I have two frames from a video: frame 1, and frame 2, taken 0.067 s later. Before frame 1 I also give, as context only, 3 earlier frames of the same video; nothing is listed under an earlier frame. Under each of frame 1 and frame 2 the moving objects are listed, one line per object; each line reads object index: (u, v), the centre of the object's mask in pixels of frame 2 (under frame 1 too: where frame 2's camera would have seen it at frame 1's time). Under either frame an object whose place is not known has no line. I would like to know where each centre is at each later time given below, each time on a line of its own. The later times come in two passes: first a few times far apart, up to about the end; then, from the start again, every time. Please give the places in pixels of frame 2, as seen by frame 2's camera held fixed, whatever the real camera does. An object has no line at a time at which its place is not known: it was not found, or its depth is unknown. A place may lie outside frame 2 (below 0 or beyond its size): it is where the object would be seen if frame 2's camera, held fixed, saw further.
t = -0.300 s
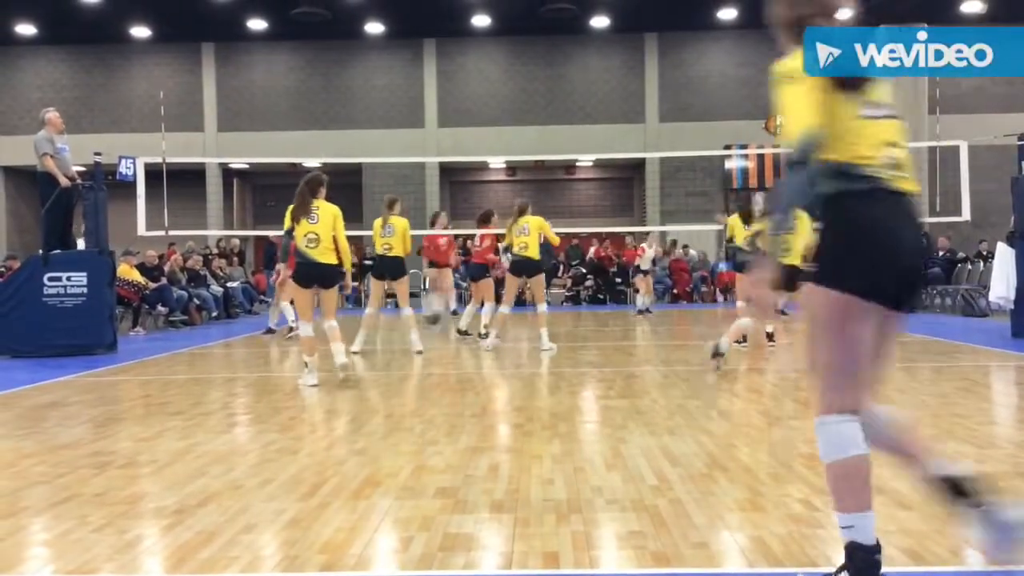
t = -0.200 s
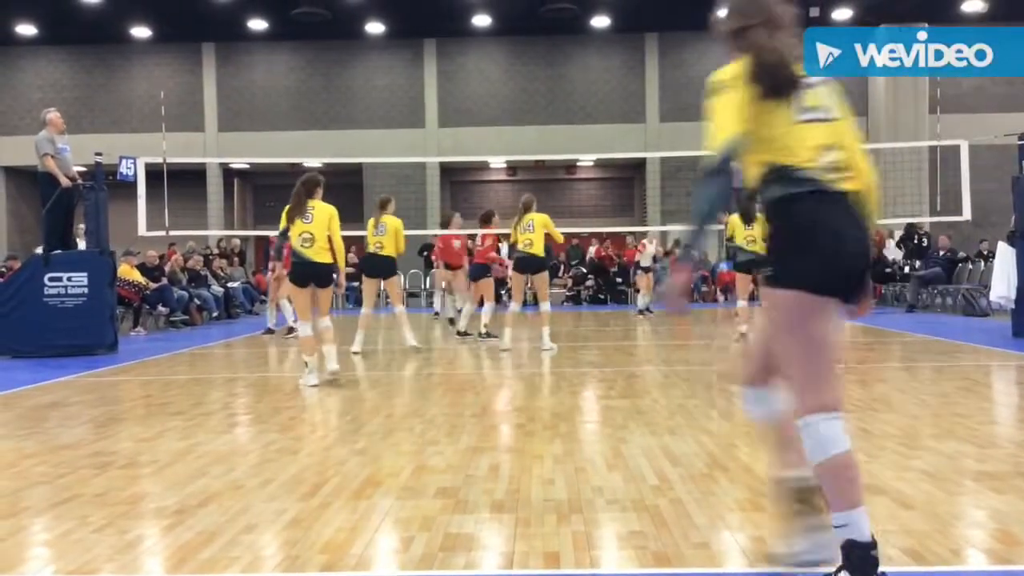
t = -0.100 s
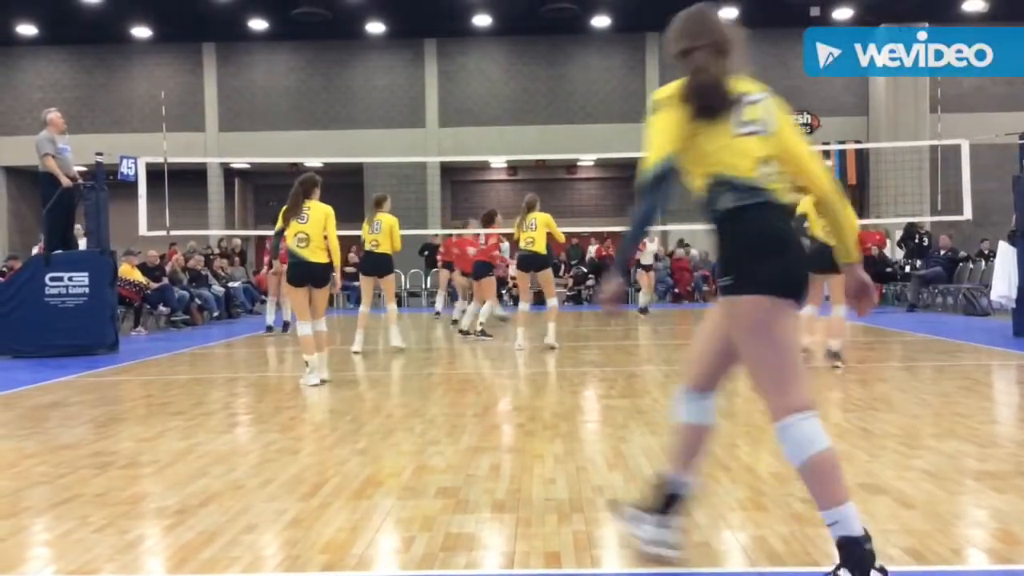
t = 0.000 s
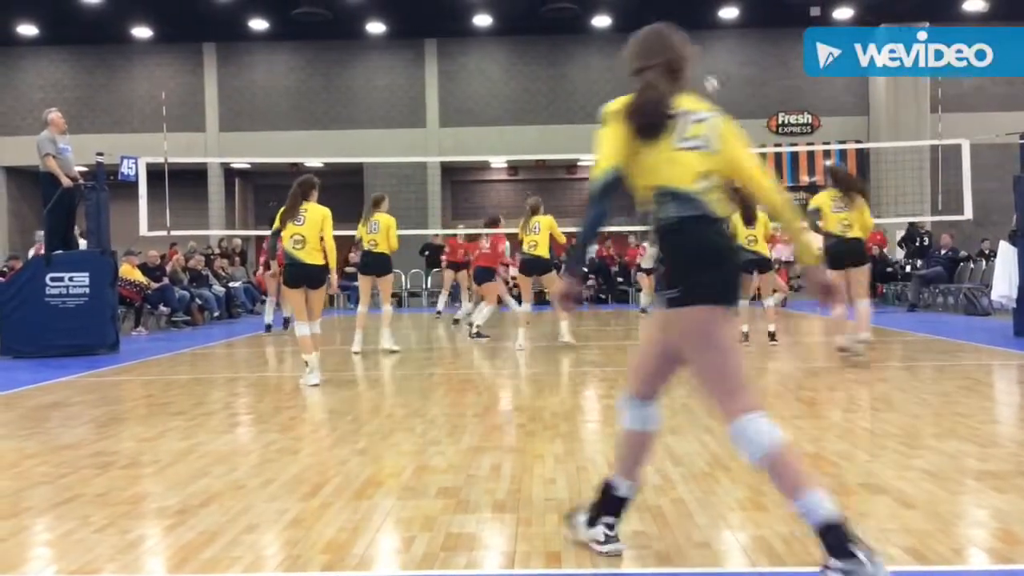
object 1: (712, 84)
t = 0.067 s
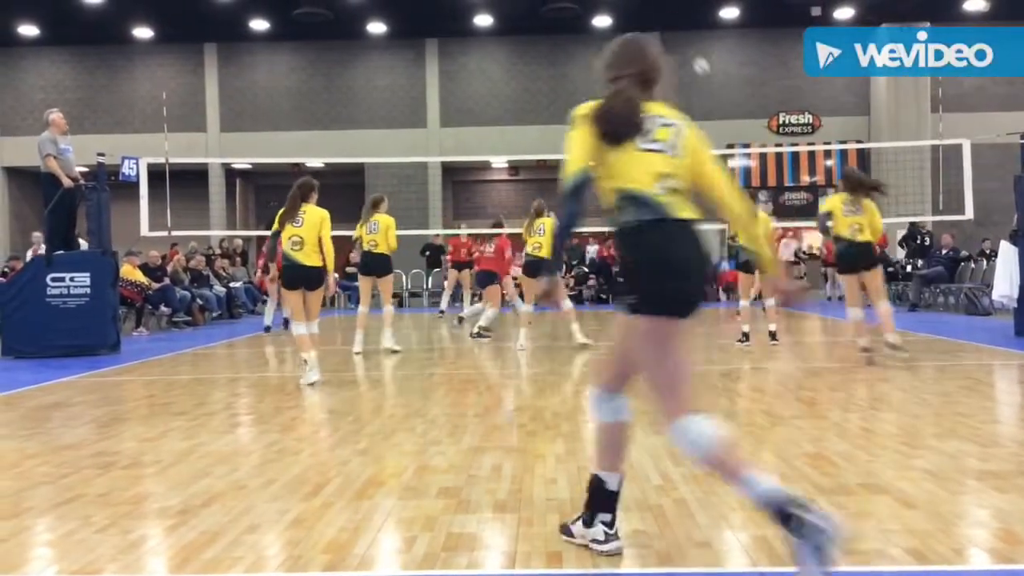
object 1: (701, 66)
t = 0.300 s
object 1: (661, 26)
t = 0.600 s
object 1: (611, 27)
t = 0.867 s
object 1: (565, 75)
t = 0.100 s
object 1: (695, 58)
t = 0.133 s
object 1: (690, 51)
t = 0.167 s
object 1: (684, 44)
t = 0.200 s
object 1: (678, 38)
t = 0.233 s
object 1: (673, 34)
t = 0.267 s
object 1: (667, 30)
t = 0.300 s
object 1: (661, 26)
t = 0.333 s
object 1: (655, 23)
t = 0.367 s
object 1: (650, 21)
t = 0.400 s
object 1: (644, 19)
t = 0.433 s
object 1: (638, 19)
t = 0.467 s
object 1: (633, 18)
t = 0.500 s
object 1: (627, 19)
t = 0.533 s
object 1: (621, 21)
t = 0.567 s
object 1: (617, 23)
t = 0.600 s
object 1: (611, 27)
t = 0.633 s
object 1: (604, 30)
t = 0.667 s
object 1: (598, 35)
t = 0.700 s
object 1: (593, 39)
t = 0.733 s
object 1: (587, 45)
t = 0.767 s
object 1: (582, 52)
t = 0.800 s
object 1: (576, 59)
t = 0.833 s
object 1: (570, 67)
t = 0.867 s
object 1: (565, 75)
